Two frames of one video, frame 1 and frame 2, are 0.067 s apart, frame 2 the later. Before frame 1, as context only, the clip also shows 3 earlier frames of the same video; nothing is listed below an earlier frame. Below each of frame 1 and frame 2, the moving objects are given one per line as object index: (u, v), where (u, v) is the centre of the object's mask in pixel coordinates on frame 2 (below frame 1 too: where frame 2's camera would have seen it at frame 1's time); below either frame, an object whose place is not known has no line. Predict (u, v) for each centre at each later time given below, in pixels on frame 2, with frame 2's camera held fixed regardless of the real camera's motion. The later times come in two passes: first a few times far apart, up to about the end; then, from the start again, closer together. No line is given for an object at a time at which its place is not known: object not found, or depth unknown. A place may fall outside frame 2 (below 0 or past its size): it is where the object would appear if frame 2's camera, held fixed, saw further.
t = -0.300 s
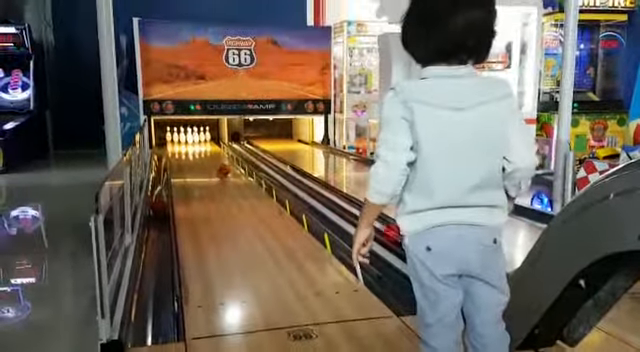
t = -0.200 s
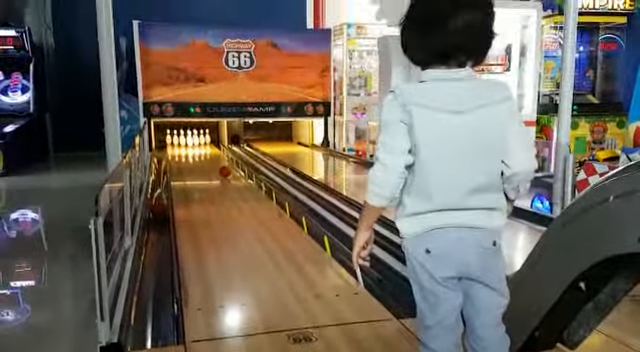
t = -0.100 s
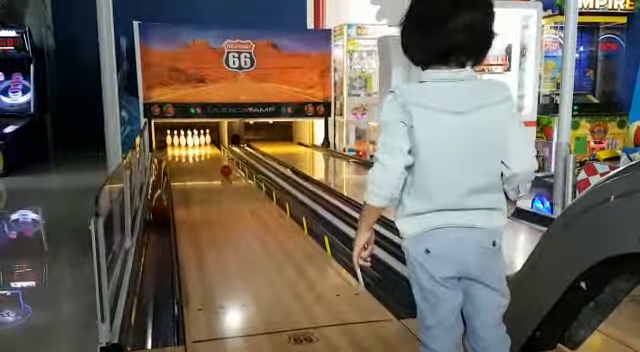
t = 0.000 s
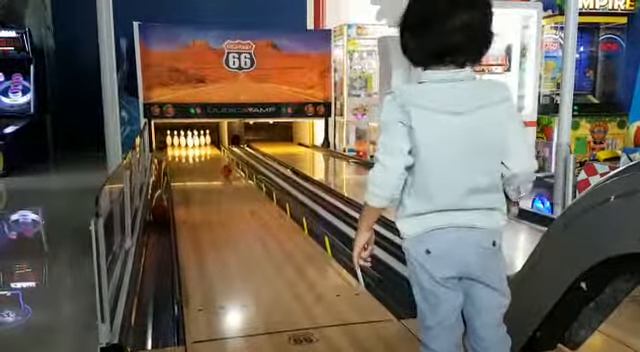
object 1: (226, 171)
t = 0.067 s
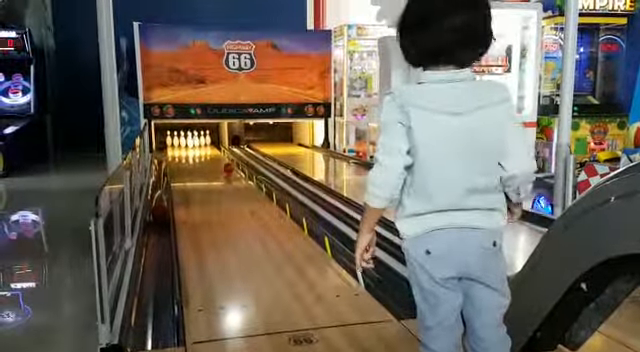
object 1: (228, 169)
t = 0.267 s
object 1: (229, 165)
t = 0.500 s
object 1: (232, 164)
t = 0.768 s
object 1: (229, 161)
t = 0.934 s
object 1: (228, 159)
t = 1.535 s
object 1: (206, 152)
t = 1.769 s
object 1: (203, 151)
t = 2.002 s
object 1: (200, 150)
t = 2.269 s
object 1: (195, 147)
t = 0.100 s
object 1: (228, 168)
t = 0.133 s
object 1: (228, 168)
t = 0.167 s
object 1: (229, 166)
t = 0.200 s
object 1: (229, 166)
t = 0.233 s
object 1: (230, 166)
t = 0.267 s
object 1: (229, 165)
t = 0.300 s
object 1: (231, 166)
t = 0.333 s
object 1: (231, 166)
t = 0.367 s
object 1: (231, 164)
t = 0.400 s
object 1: (232, 164)
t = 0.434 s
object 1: (232, 164)
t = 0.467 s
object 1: (232, 164)
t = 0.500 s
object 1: (232, 164)
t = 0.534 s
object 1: (232, 164)
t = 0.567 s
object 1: (232, 162)
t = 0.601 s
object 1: (232, 162)
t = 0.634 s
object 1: (230, 162)
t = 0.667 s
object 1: (230, 162)
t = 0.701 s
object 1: (229, 161)
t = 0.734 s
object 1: (229, 161)
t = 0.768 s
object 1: (229, 161)
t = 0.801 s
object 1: (229, 161)
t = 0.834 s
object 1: (230, 161)
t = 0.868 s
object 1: (230, 160)
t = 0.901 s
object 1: (228, 159)
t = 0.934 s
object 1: (228, 159)
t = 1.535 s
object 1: (206, 152)
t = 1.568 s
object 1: (206, 151)
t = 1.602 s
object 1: (206, 151)
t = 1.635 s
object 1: (206, 152)
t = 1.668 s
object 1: (206, 152)
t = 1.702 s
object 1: (203, 151)
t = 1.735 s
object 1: (203, 150)
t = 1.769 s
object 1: (203, 151)
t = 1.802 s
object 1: (201, 150)
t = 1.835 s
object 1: (201, 150)
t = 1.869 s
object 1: (200, 150)
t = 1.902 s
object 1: (200, 150)
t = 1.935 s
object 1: (200, 150)
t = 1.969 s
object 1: (200, 150)
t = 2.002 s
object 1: (200, 150)
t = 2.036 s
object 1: (200, 150)
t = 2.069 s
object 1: (199, 149)
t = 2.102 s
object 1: (199, 149)
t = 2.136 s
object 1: (199, 149)
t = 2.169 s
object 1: (198, 149)
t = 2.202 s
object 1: (197, 149)
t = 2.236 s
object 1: (195, 148)
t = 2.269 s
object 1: (195, 147)
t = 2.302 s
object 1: (195, 148)
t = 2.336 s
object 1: (196, 148)
